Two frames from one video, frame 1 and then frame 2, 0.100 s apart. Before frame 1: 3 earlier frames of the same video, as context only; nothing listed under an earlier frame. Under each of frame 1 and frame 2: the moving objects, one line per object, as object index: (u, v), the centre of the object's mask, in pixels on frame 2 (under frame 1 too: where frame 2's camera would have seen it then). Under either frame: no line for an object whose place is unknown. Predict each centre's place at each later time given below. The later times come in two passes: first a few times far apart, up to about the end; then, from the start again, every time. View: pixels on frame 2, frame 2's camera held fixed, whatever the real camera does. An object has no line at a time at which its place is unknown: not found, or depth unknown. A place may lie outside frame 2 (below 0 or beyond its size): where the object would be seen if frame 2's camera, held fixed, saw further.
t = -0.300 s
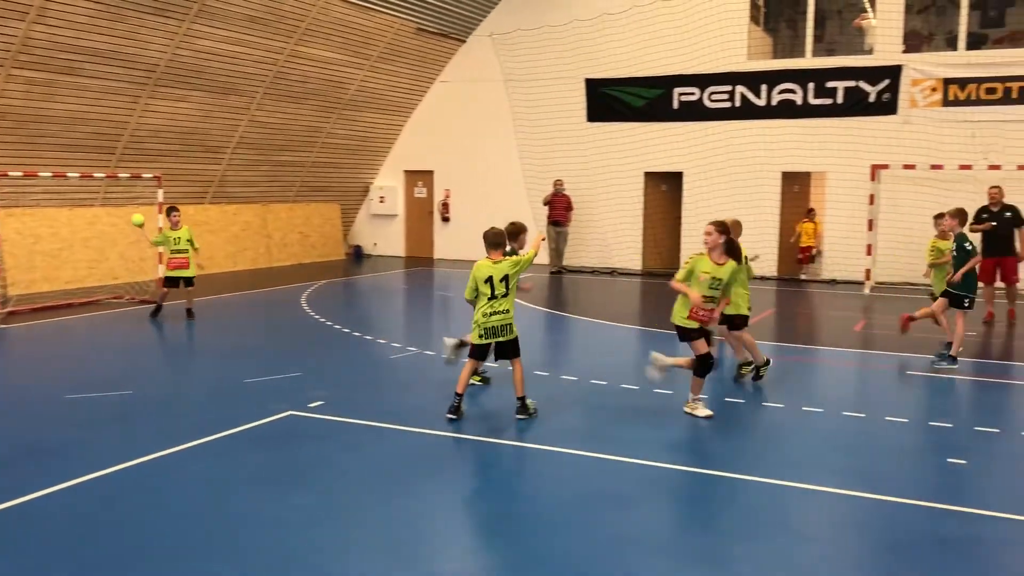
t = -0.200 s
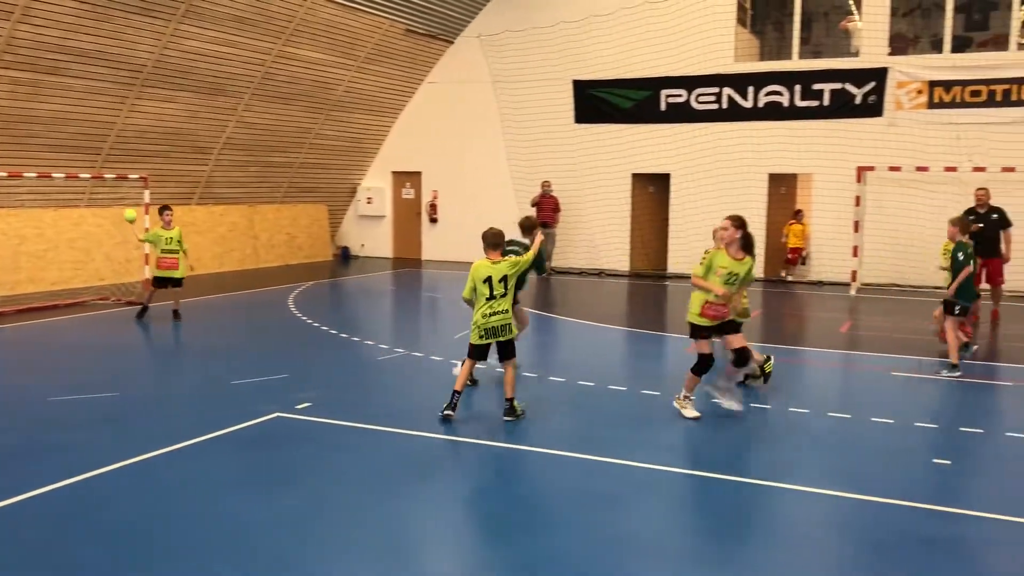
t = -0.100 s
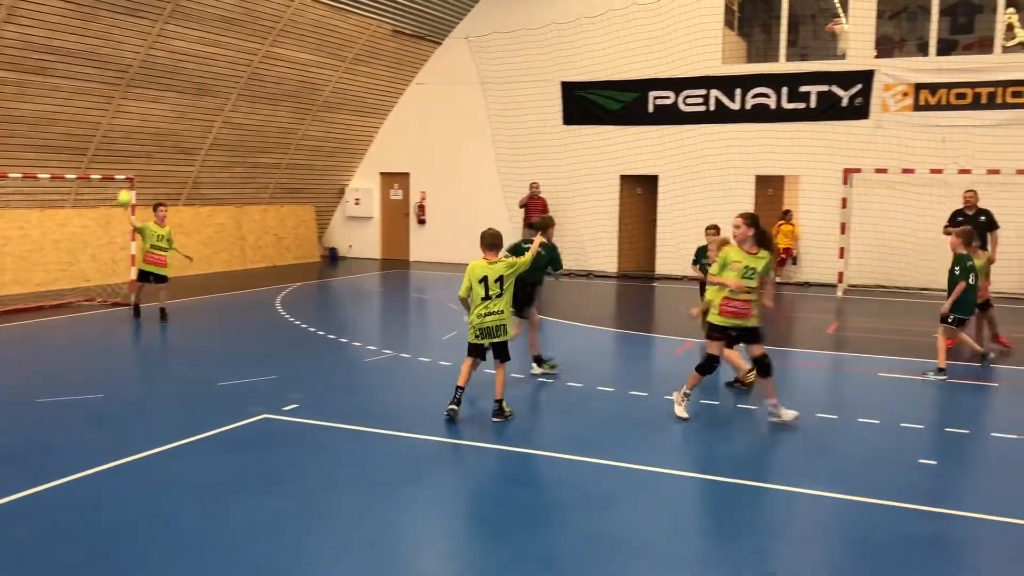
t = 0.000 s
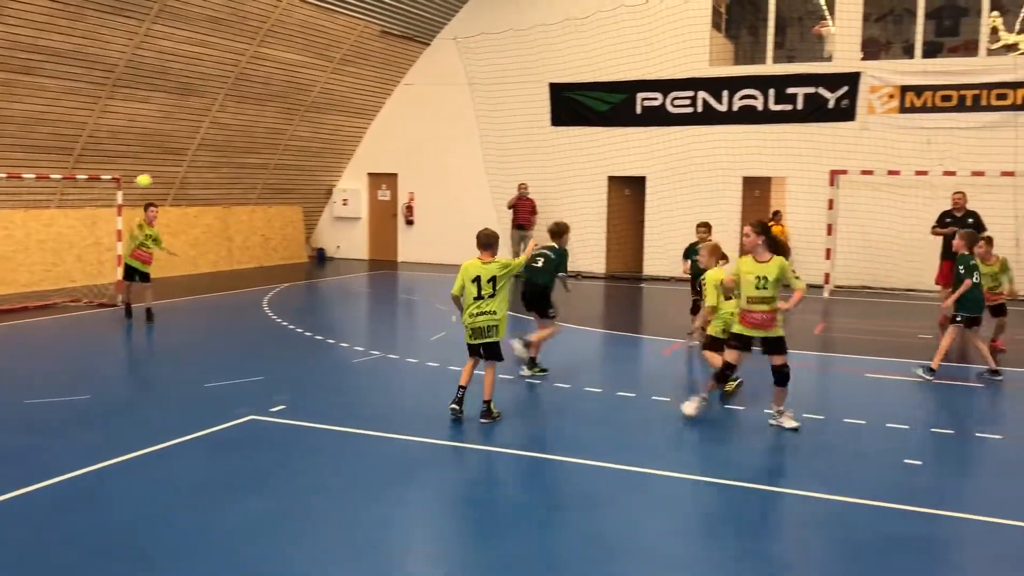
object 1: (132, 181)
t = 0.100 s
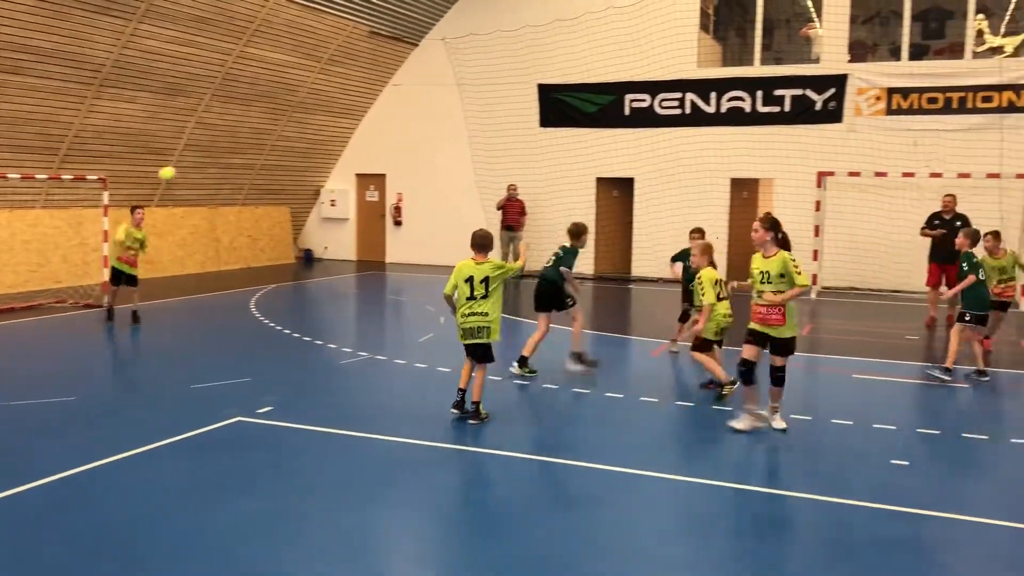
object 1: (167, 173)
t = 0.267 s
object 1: (233, 182)
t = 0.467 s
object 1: (330, 235)
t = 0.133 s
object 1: (179, 173)
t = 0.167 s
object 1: (191, 173)
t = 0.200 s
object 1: (204, 175)
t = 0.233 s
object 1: (218, 177)
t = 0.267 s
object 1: (233, 182)
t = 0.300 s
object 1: (247, 186)
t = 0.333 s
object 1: (263, 193)
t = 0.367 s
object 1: (278, 202)
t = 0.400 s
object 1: (294, 210)
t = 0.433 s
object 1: (312, 223)
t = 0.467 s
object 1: (330, 235)
